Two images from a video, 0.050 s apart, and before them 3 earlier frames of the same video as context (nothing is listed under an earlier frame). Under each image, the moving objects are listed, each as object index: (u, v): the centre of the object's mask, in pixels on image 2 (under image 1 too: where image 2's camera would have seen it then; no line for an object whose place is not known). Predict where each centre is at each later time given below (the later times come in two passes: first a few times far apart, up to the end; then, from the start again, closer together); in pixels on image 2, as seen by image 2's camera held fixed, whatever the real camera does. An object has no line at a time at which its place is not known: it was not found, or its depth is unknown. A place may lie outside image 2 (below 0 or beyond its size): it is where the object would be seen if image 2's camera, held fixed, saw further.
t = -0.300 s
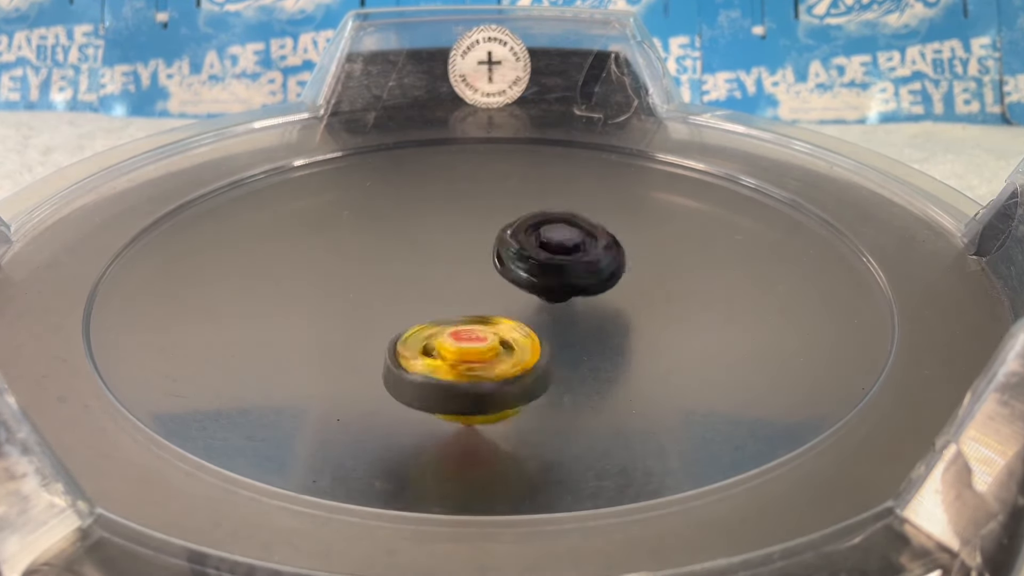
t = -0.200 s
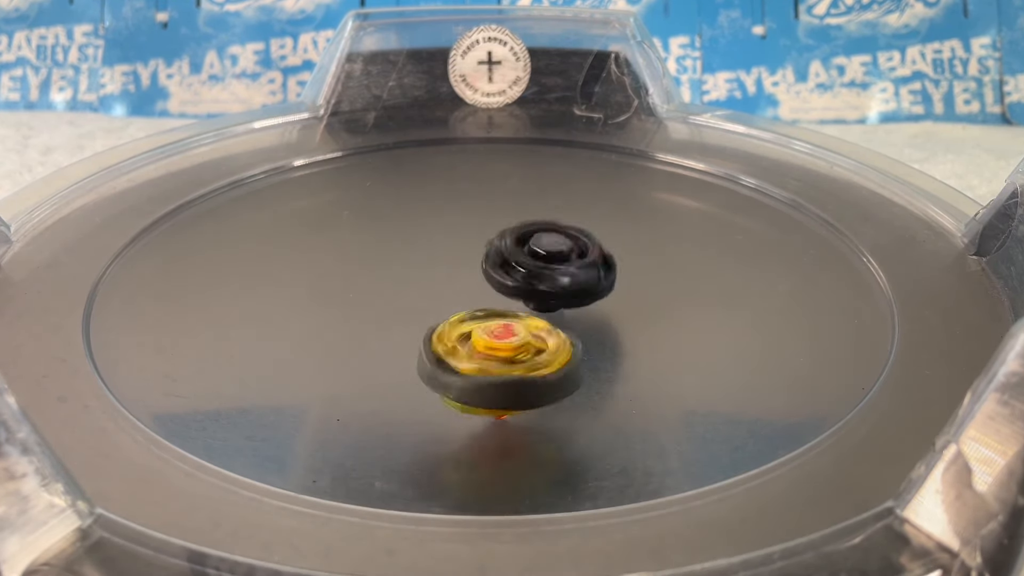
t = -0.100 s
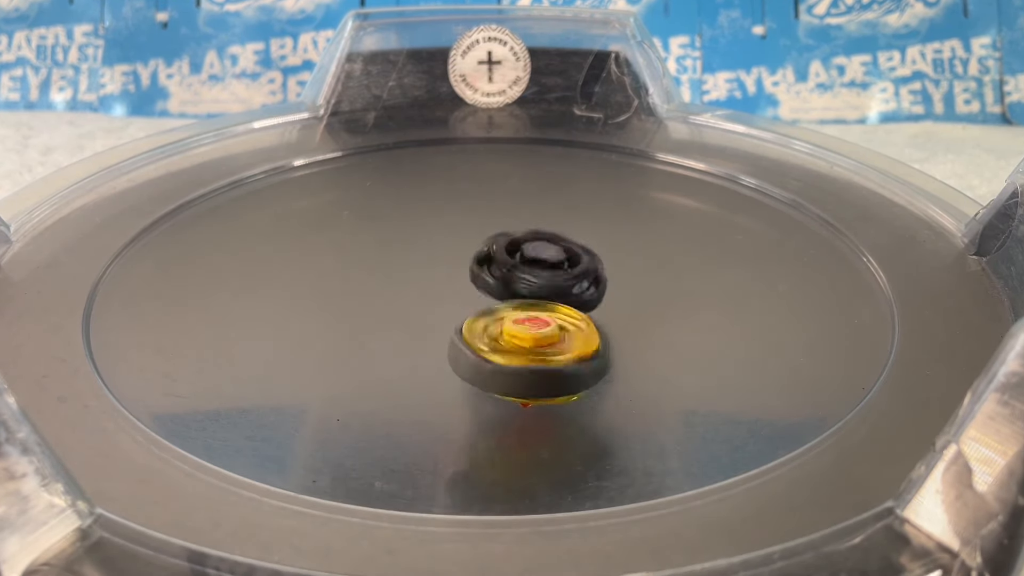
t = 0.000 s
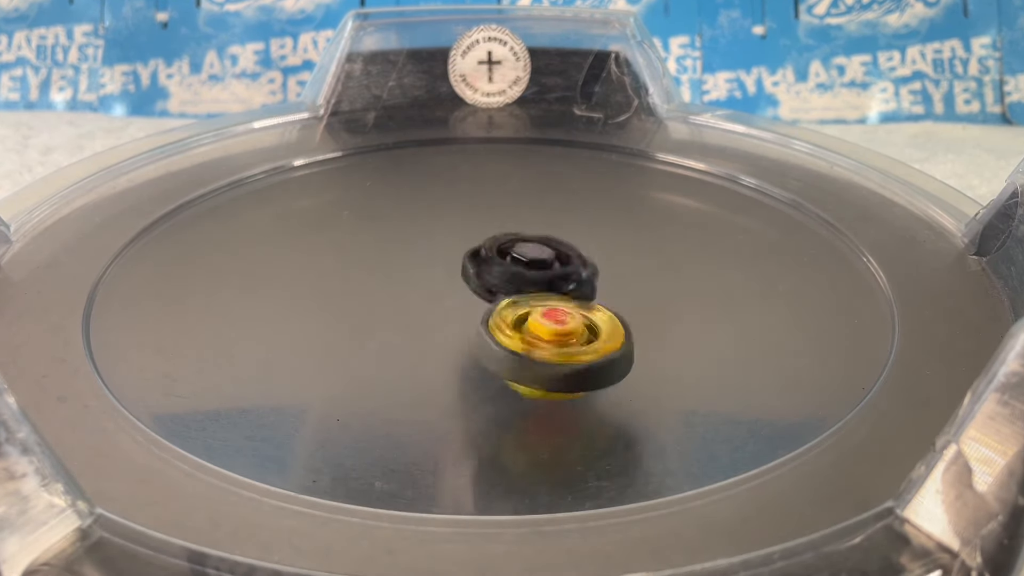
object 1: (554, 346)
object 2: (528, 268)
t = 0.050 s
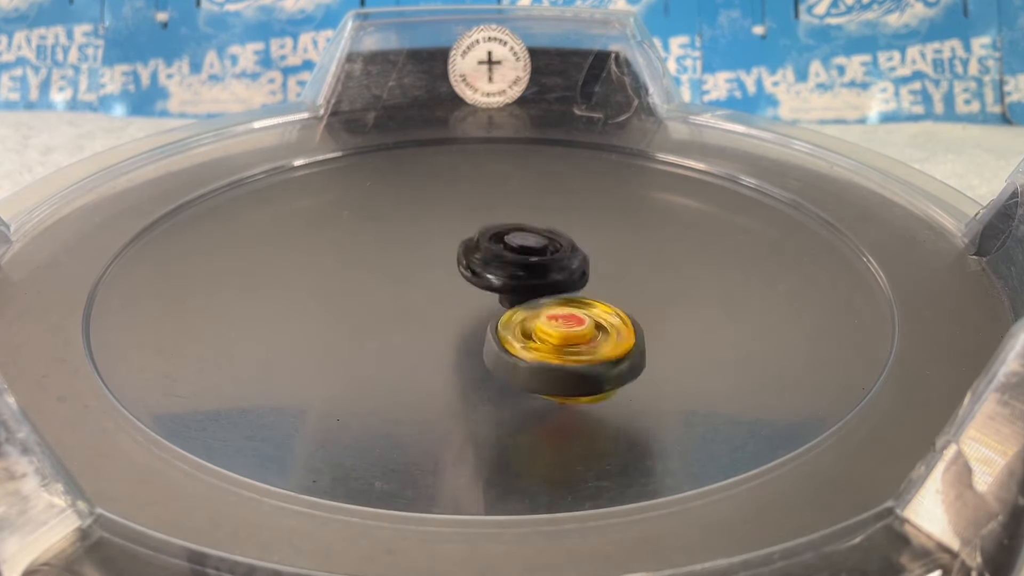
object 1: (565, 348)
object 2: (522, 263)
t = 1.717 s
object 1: (571, 238)
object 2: (441, 287)
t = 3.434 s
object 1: (358, 285)
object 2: (560, 308)
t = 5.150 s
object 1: (510, 346)
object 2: (567, 253)
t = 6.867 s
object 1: (662, 265)
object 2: (425, 253)
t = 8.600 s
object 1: (488, 228)
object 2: (456, 328)
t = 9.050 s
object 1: (417, 233)
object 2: (485, 336)
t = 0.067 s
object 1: (569, 347)
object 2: (521, 260)
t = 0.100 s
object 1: (575, 344)
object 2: (517, 257)
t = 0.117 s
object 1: (579, 342)
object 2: (516, 256)
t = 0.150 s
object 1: (587, 339)
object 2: (514, 256)
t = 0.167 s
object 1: (591, 337)
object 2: (512, 256)
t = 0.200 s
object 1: (598, 333)
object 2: (512, 257)
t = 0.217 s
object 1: (601, 330)
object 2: (511, 258)
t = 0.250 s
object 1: (604, 324)
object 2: (511, 259)
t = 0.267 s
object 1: (606, 323)
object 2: (512, 260)
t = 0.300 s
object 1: (610, 319)
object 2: (511, 262)
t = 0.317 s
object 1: (612, 316)
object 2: (512, 262)
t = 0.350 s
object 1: (616, 311)
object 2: (512, 264)
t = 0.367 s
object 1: (617, 308)
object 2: (512, 265)
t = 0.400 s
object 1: (640, 309)
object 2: (499, 259)
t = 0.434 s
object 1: (662, 312)
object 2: (480, 250)
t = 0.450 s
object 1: (670, 313)
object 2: (471, 246)
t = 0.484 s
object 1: (680, 311)
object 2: (457, 240)
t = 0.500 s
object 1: (683, 309)
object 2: (453, 238)
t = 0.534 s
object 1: (688, 304)
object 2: (445, 237)
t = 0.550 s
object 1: (690, 302)
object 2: (444, 236)
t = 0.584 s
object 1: (694, 299)
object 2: (442, 237)
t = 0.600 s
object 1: (696, 297)
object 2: (442, 238)
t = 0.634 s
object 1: (699, 292)
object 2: (445, 239)
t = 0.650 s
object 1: (699, 290)
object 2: (445, 241)
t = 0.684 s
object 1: (698, 287)
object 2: (449, 243)
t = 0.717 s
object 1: (697, 284)
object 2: (452, 245)
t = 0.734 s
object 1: (695, 282)
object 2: (454, 246)
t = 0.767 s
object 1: (693, 280)
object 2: (457, 248)
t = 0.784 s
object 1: (691, 278)
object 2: (458, 249)
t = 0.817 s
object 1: (684, 275)
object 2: (462, 251)
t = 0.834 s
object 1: (681, 274)
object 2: (463, 252)
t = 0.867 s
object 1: (675, 272)
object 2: (467, 255)
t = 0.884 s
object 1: (672, 271)
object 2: (468, 256)
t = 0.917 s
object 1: (665, 269)
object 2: (470, 257)
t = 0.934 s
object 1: (660, 268)
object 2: (472, 259)
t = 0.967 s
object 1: (651, 266)
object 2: (473, 260)
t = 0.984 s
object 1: (647, 266)
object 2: (475, 261)
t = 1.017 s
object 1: (639, 265)
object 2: (477, 263)
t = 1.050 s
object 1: (630, 263)
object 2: (480, 265)
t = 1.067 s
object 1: (624, 262)
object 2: (481, 266)
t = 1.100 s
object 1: (626, 258)
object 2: (470, 269)
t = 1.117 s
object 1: (641, 256)
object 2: (452, 267)
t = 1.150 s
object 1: (664, 251)
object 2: (417, 270)
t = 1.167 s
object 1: (672, 249)
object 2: (401, 270)
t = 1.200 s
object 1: (678, 246)
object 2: (375, 273)
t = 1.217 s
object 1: (680, 246)
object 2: (364, 274)
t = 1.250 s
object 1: (678, 245)
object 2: (347, 277)
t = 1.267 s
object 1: (675, 244)
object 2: (343, 277)
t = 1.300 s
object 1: (670, 241)
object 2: (338, 280)
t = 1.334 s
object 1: (664, 240)
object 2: (339, 282)
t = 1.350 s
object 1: (661, 239)
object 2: (341, 282)
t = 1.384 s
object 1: (656, 238)
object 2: (347, 283)
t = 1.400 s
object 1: (653, 237)
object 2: (350, 284)
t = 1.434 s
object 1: (645, 235)
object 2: (359, 285)
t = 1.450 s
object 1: (643, 235)
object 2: (362, 285)
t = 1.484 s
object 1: (635, 235)
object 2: (372, 285)
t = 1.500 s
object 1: (631, 235)
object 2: (378, 286)
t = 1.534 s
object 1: (623, 234)
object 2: (388, 286)
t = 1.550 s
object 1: (618, 234)
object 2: (394, 286)
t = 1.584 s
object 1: (609, 235)
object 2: (405, 287)
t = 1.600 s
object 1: (605, 235)
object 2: (410, 287)
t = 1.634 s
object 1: (597, 236)
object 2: (420, 287)
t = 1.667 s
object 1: (585, 236)
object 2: (429, 287)
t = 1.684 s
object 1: (580, 237)
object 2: (433, 287)
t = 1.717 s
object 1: (571, 238)
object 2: (441, 287)
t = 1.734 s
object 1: (566, 239)
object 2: (445, 287)
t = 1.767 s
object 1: (556, 240)
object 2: (451, 287)
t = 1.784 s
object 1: (550, 240)
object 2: (454, 286)
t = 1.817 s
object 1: (560, 227)
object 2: (432, 297)
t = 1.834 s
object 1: (567, 220)
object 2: (421, 305)
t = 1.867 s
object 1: (573, 210)
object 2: (401, 316)
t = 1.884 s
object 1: (574, 206)
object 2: (393, 320)
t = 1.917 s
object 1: (573, 202)
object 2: (380, 329)
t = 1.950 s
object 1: (568, 200)
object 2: (373, 336)
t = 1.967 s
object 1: (565, 199)
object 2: (372, 338)
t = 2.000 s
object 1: (556, 198)
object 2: (373, 340)
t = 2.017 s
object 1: (552, 198)
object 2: (375, 340)
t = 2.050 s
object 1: (546, 197)
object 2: (381, 338)
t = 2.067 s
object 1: (542, 196)
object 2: (384, 338)
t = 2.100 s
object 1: (533, 196)
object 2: (390, 335)
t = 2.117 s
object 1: (530, 196)
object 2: (393, 333)
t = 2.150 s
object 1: (524, 197)
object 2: (400, 329)
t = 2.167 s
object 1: (520, 197)
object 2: (405, 327)
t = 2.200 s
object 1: (513, 198)
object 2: (411, 324)
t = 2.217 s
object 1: (509, 199)
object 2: (415, 322)
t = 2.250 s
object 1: (503, 201)
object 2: (423, 318)
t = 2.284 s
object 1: (497, 203)
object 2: (429, 314)
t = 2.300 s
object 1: (493, 204)
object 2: (432, 312)
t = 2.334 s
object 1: (486, 208)
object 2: (439, 308)
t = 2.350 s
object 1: (484, 209)
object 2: (442, 306)
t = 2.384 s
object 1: (479, 212)
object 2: (446, 303)
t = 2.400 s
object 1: (476, 213)
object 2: (447, 302)
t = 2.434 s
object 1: (469, 217)
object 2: (451, 299)
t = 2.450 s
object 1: (467, 218)
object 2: (453, 299)
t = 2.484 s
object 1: (461, 221)
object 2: (454, 297)
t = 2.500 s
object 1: (459, 223)
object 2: (455, 296)
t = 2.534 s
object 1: (452, 226)
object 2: (458, 295)
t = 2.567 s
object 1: (449, 222)
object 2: (461, 306)
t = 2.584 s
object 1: (449, 220)
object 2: (463, 311)
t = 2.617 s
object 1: (443, 219)
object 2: (467, 319)
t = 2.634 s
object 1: (442, 220)
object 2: (469, 322)
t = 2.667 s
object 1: (437, 222)
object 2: (474, 327)
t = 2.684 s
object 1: (434, 223)
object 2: (476, 328)
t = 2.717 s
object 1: (427, 226)
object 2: (480, 328)
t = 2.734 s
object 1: (424, 228)
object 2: (481, 328)
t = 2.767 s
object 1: (420, 231)
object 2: (484, 326)
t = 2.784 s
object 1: (418, 232)
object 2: (484, 326)
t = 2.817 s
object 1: (411, 236)
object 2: (485, 323)
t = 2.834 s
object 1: (410, 238)
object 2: (485, 322)
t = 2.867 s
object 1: (407, 241)
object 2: (485, 320)
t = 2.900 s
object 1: (402, 245)
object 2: (485, 318)
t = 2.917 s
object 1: (400, 247)
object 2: (485, 317)
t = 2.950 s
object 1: (398, 251)
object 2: (486, 316)
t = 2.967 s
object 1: (397, 253)
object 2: (485, 315)
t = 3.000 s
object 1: (393, 257)
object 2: (484, 314)
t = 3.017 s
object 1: (392, 259)
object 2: (484, 313)
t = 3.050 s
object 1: (388, 259)
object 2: (493, 315)
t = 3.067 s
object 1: (386, 260)
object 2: (498, 316)
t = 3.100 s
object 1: (382, 263)
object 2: (504, 317)
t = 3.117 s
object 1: (382, 265)
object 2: (506, 317)
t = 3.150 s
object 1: (381, 268)
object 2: (510, 317)
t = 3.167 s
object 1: (379, 269)
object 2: (511, 316)
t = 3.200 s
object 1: (378, 273)
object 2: (512, 315)
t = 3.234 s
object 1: (379, 276)
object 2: (513, 313)
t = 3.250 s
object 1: (378, 277)
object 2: (513, 312)
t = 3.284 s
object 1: (378, 281)
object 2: (513, 310)
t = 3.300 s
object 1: (371, 281)
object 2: (522, 311)
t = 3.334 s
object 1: (362, 279)
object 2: (540, 311)
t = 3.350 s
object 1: (359, 280)
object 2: (546, 311)
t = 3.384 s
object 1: (357, 282)
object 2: (555, 310)
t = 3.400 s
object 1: (358, 284)
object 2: (557, 309)
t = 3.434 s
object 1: (358, 285)
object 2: (560, 308)
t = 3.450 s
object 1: (358, 286)
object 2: (560, 306)
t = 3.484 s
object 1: (361, 289)
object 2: (560, 305)
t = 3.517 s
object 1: (365, 289)
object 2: (557, 303)
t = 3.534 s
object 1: (365, 291)
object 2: (555, 302)
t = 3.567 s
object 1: (371, 293)
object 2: (552, 301)
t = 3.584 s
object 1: (374, 294)
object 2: (551, 300)
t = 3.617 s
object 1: (377, 295)
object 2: (547, 299)
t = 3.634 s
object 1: (379, 296)
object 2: (544, 298)
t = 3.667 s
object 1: (386, 298)
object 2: (541, 297)
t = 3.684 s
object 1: (390, 297)
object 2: (539, 296)
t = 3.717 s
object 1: (391, 300)
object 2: (538, 296)
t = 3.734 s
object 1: (393, 301)
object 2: (539, 295)
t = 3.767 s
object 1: (398, 301)
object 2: (540, 294)
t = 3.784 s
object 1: (393, 300)
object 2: (546, 293)
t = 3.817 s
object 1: (384, 303)
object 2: (563, 289)
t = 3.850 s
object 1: (384, 302)
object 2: (572, 286)
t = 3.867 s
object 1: (384, 302)
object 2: (575, 285)
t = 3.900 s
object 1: (387, 304)
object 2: (577, 283)
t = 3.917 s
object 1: (389, 305)
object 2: (577, 283)
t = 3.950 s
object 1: (392, 304)
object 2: (575, 282)
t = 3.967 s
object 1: (394, 305)
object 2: (573, 281)
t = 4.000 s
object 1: (400, 306)
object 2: (567, 281)
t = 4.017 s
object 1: (403, 305)
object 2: (565, 282)
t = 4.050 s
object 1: (408, 307)
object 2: (560, 282)
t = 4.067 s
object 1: (411, 308)
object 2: (557, 282)
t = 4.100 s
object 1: (418, 307)
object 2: (552, 283)
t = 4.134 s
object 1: (410, 310)
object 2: (558, 281)
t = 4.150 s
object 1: (409, 311)
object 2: (562, 280)
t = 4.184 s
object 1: (411, 310)
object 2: (566, 278)
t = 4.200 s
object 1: (412, 311)
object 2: (566, 278)
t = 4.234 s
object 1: (417, 313)
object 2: (564, 277)
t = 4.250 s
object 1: (421, 312)
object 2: (562, 277)
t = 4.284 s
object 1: (425, 313)
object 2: (559, 277)
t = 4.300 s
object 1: (428, 314)
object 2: (558, 277)
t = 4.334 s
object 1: (428, 315)
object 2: (558, 276)
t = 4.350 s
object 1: (410, 320)
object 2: (572, 269)
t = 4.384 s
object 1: (378, 330)
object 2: (598, 256)
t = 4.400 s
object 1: (368, 332)
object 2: (609, 251)
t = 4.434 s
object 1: (348, 336)
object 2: (625, 242)
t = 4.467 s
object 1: (344, 340)
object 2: (635, 236)
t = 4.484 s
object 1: (346, 340)
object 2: (637, 234)
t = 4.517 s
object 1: (349, 343)
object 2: (638, 232)
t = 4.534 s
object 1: (353, 345)
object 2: (638, 232)
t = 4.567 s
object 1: (361, 345)
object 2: (634, 233)
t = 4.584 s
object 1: (364, 347)
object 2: (633, 234)
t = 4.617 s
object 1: (374, 349)
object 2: (628, 237)
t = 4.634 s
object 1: (378, 349)
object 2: (625, 239)
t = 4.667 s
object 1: (386, 351)
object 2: (618, 243)
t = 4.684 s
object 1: (392, 351)
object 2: (614, 245)
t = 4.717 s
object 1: (401, 350)
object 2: (607, 249)
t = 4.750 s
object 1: (412, 351)
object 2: (600, 253)
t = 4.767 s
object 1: (418, 350)
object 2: (596, 255)
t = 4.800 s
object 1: (427, 349)
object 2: (589, 259)
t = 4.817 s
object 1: (433, 350)
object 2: (586, 260)
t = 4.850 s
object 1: (444, 347)
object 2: (579, 263)
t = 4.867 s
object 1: (448, 346)
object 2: (577, 265)
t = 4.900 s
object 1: (459, 346)
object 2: (573, 267)
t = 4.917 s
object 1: (465, 344)
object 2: (572, 268)
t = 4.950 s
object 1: (473, 343)
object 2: (569, 270)
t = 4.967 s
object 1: (479, 342)
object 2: (569, 270)
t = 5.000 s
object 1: (490, 338)
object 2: (566, 269)
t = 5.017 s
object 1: (494, 337)
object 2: (565, 269)
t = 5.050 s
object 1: (506, 335)
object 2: (563, 268)
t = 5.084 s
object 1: (505, 340)
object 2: (564, 264)
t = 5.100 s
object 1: (505, 344)
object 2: (565, 261)
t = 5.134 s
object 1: (507, 345)
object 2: (567, 255)
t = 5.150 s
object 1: (510, 346)
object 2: (567, 253)
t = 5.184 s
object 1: (519, 346)
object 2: (565, 250)
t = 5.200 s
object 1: (523, 345)
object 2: (564, 249)
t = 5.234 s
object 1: (532, 344)
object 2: (561, 250)
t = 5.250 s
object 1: (537, 345)
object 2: (561, 250)
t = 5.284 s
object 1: (545, 342)
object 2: (559, 251)
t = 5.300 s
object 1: (548, 342)
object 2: (558, 252)
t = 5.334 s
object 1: (558, 339)
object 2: (557, 253)
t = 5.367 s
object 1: (564, 339)
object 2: (555, 254)
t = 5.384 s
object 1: (568, 338)
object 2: (554, 255)
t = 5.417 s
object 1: (574, 334)
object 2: (551, 255)
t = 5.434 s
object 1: (577, 334)
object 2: (550, 255)
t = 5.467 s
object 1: (584, 330)
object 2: (547, 257)
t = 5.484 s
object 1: (586, 329)
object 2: (545, 257)
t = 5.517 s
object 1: (592, 327)
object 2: (543, 259)
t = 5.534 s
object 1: (595, 324)
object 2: (539, 260)
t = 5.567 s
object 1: (607, 334)
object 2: (534, 256)
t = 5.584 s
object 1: (614, 338)
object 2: (529, 253)
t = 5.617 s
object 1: (621, 340)
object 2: (520, 245)
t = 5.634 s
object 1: (624, 342)
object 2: (516, 242)
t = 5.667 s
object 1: (630, 339)
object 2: (509, 239)
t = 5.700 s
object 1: (634, 339)
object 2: (505, 239)
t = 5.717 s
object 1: (638, 337)
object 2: (505, 239)
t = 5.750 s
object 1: (640, 335)
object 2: (503, 241)
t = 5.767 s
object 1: (642, 334)
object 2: (503, 241)
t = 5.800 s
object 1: (643, 330)
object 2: (502, 243)
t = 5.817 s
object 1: (642, 330)
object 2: (503, 244)
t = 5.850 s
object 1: (644, 328)
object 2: (504, 246)
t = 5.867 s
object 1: (641, 326)
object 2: (504, 248)
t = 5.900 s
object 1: (641, 325)
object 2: (505, 250)
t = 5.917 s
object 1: (640, 323)
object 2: (506, 251)
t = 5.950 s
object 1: (637, 321)
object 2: (507, 254)
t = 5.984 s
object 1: (636, 317)
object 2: (507, 257)
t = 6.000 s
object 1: (632, 317)
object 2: (507, 258)
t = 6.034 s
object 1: (630, 314)
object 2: (507, 260)
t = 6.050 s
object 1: (628, 312)
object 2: (508, 261)
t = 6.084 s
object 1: (623, 309)
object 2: (507, 262)
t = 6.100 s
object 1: (622, 308)
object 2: (507, 263)
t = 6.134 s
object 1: (619, 306)
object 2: (505, 265)
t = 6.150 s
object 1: (626, 307)
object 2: (501, 263)
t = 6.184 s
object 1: (632, 306)
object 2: (491, 259)
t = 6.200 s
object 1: (633, 307)
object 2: (486, 258)
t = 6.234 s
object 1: (632, 304)
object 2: (479, 256)
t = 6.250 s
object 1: (629, 303)
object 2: (477, 256)
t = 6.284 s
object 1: (629, 301)
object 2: (476, 258)
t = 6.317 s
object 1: (624, 297)
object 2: (477, 259)
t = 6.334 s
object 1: (623, 296)
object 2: (478, 260)
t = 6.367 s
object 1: (620, 292)
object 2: (481, 261)
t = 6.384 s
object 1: (618, 291)
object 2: (482, 262)
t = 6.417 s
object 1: (616, 287)
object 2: (485, 264)
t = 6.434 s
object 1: (620, 287)
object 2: (481, 264)
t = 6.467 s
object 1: (654, 288)
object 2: (451, 256)
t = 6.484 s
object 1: (665, 286)
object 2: (438, 252)
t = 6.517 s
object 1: (683, 288)
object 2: (417, 246)
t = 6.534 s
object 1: (687, 286)
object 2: (409, 245)
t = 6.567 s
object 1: (690, 285)
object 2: (398, 242)
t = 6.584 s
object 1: (691, 282)
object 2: (395, 242)
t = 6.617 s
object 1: (691, 280)
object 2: (393, 242)
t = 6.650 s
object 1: (691, 275)
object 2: (394, 243)
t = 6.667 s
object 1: (689, 275)
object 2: (396, 244)
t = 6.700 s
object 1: (688, 272)
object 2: (401, 245)
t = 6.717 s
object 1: (685, 271)
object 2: (403, 246)
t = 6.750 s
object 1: (683, 270)
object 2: (408, 248)
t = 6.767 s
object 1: (678, 268)
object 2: (411, 249)
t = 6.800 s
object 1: (674, 268)
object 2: (416, 250)
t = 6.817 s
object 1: (671, 266)
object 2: (418, 251)
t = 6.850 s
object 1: (664, 266)
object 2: (423, 253)
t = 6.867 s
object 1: (662, 265)
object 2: (425, 253)
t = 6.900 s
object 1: (654, 265)
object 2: (431, 255)
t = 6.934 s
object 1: (648, 263)
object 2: (436, 256)
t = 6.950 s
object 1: (644, 264)
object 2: (438, 257)
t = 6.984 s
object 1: (638, 263)
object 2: (444, 259)
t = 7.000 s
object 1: (632, 262)
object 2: (446, 260)
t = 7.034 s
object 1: (627, 262)
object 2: (451, 261)
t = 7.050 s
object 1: (621, 261)
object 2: (454, 262)
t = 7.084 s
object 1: (614, 261)
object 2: (458, 264)
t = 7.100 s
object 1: (610, 260)
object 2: (461, 264)
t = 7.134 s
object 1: (603, 260)
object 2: (462, 266)
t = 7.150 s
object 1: (610, 258)
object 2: (454, 265)
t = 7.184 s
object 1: (615, 255)
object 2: (441, 266)
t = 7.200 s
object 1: (616, 255)
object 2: (437, 267)
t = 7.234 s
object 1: (609, 253)
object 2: (432, 268)
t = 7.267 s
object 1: (605, 251)
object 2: (432, 269)
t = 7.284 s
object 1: (600, 251)
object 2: (433, 270)
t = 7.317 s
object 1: (596, 250)
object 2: (437, 271)
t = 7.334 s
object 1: (591, 248)
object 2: (439, 271)
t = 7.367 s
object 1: (586, 248)
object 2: (444, 272)
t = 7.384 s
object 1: (582, 246)
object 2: (446, 272)
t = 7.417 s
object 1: (576, 246)
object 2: (451, 272)
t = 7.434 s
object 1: (579, 243)
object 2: (447, 273)
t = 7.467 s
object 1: (582, 240)
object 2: (437, 276)
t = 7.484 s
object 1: (583, 239)
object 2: (434, 277)
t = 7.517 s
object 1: (578, 237)
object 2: (432, 278)
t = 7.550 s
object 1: (573, 235)
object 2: (432, 279)
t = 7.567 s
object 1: (571, 235)
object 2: (434, 280)
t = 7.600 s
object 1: (568, 233)
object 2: (437, 280)
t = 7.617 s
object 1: (564, 233)
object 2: (439, 280)
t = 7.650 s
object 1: (563, 232)
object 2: (443, 280)
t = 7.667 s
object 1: (558, 231)
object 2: (444, 279)
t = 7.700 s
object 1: (555, 231)
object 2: (448, 279)
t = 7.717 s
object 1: (552, 230)
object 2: (450, 279)
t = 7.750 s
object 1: (548, 231)
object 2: (454, 279)
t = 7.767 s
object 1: (548, 229)
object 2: (454, 279)
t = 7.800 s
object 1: (544, 230)
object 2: (454, 280)
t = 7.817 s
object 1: (548, 226)
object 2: (447, 286)
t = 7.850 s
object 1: (552, 220)
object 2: (435, 294)
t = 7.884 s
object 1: (554, 217)
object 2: (428, 300)
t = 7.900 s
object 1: (553, 217)
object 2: (427, 302)
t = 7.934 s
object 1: (550, 215)
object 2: (427, 304)
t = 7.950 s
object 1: (548, 216)
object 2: (428, 305)
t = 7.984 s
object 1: (547, 216)
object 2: (431, 306)
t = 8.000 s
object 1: (545, 216)
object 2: (433, 306)
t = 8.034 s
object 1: (544, 217)
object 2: (437, 305)
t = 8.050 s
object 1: (541, 217)
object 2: (438, 305)
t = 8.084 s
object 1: (540, 219)
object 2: (442, 304)
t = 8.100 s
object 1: (537, 219)
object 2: (443, 304)
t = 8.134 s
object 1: (536, 221)
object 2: (446, 303)
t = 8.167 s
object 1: (532, 223)
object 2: (450, 302)
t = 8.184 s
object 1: (530, 224)
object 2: (451, 301)
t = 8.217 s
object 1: (526, 226)
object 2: (454, 300)
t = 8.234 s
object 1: (524, 228)
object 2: (455, 300)
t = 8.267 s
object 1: (520, 229)
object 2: (458, 299)
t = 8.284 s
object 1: (519, 230)
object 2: (460, 298)
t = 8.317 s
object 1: (514, 231)
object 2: (463, 298)
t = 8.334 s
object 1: (513, 232)
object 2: (464, 297)
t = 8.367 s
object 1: (512, 229)
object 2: (459, 305)
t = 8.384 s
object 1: (514, 227)
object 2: (456, 311)
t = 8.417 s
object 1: (514, 222)
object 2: (450, 320)
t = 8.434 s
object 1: (513, 222)
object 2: (448, 323)
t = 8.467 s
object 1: (510, 221)
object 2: (447, 328)
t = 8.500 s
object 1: (505, 223)
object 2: (448, 330)
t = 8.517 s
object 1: (503, 223)
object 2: (449, 331)
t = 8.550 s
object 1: (496, 225)
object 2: (452, 331)
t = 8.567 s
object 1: (495, 226)
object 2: (453, 330)
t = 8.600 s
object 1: (488, 228)
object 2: (456, 328)
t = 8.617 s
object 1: (486, 229)
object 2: (456, 327)
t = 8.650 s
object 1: (479, 231)
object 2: (458, 324)
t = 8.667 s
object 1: (477, 232)
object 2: (458, 323)
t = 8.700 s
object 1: (471, 234)
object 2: (459, 321)
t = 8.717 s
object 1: (469, 234)
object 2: (459, 320)
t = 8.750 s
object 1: (463, 236)
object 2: (459, 317)
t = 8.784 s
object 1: (457, 238)
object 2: (459, 316)
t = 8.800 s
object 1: (454, 239)
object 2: (460, 314)
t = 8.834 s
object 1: (448, 240)
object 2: (460, 312)
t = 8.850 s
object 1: (446, 241)
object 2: (461, 311)
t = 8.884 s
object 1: (440, 241)
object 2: (463, 314)
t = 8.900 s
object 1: (437, 239)
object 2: (466, 319)
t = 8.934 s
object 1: (433, 234)
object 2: (470, 328)
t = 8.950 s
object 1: (431, 233)
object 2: (473, 331)
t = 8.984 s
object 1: (428, 232)
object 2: (478, 335)
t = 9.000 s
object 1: (426, 232)
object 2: (480, 336)
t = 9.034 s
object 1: (420, 232)
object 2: (484, 336)
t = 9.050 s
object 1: (417, 233)
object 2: (485, 336)
